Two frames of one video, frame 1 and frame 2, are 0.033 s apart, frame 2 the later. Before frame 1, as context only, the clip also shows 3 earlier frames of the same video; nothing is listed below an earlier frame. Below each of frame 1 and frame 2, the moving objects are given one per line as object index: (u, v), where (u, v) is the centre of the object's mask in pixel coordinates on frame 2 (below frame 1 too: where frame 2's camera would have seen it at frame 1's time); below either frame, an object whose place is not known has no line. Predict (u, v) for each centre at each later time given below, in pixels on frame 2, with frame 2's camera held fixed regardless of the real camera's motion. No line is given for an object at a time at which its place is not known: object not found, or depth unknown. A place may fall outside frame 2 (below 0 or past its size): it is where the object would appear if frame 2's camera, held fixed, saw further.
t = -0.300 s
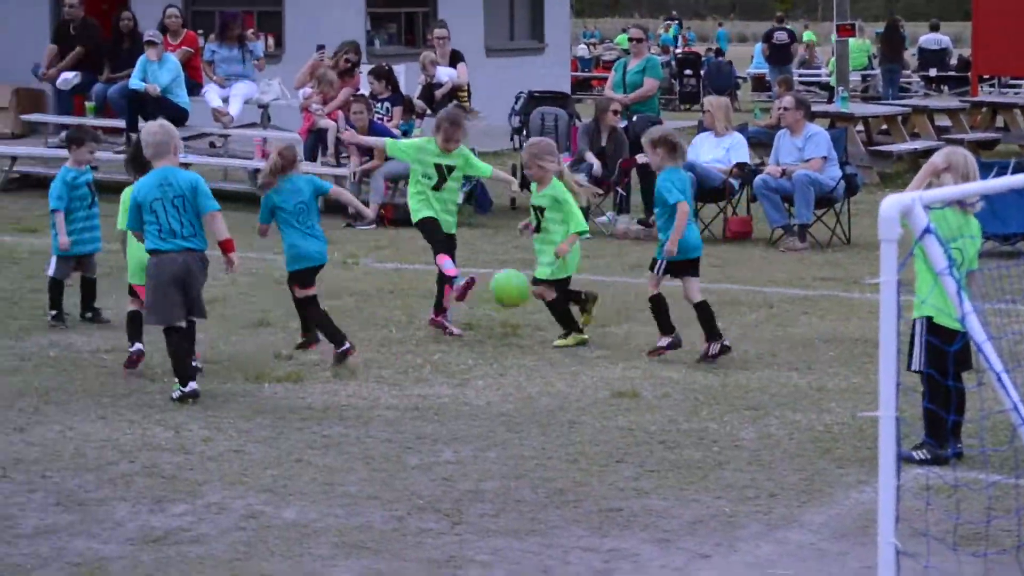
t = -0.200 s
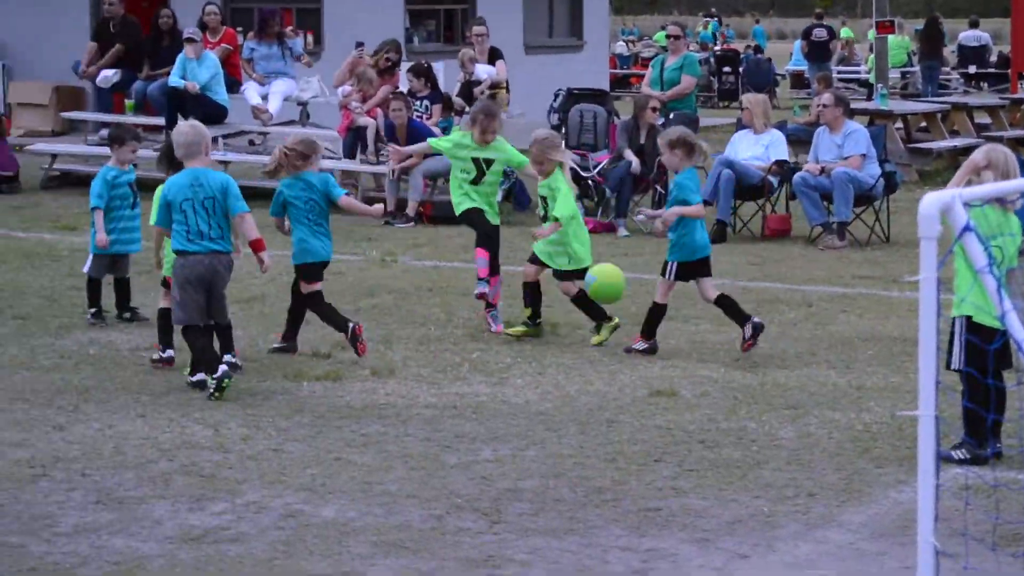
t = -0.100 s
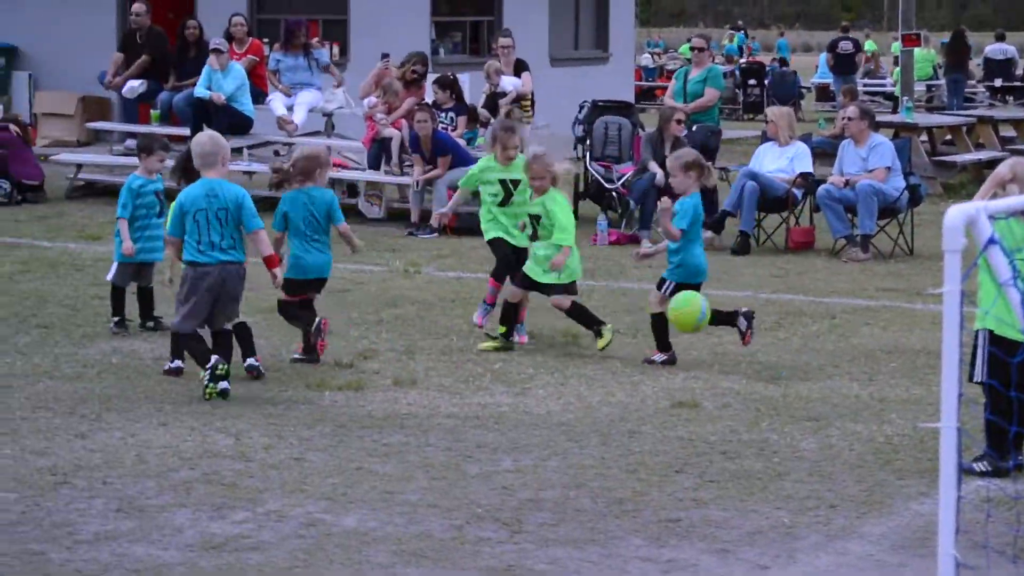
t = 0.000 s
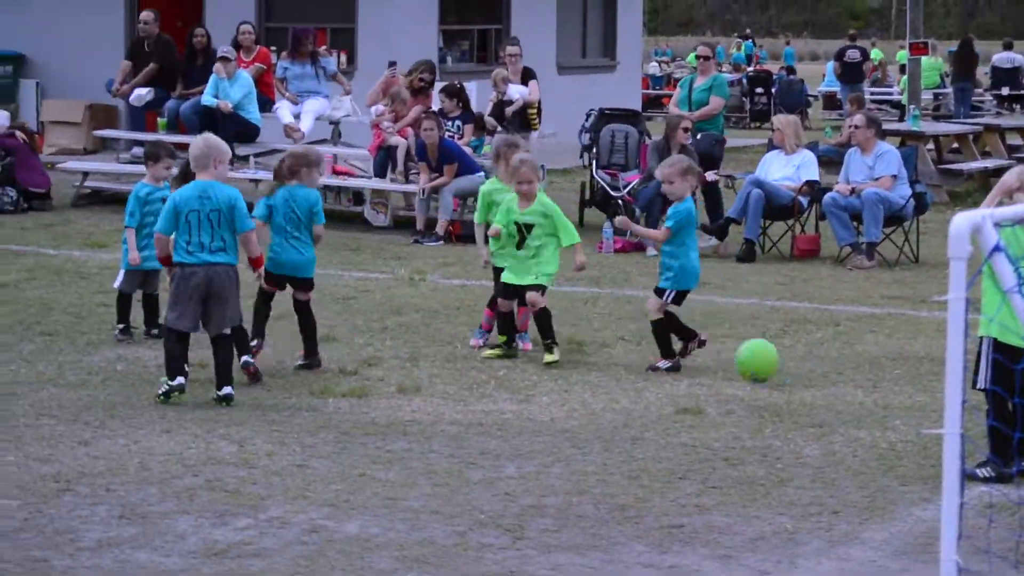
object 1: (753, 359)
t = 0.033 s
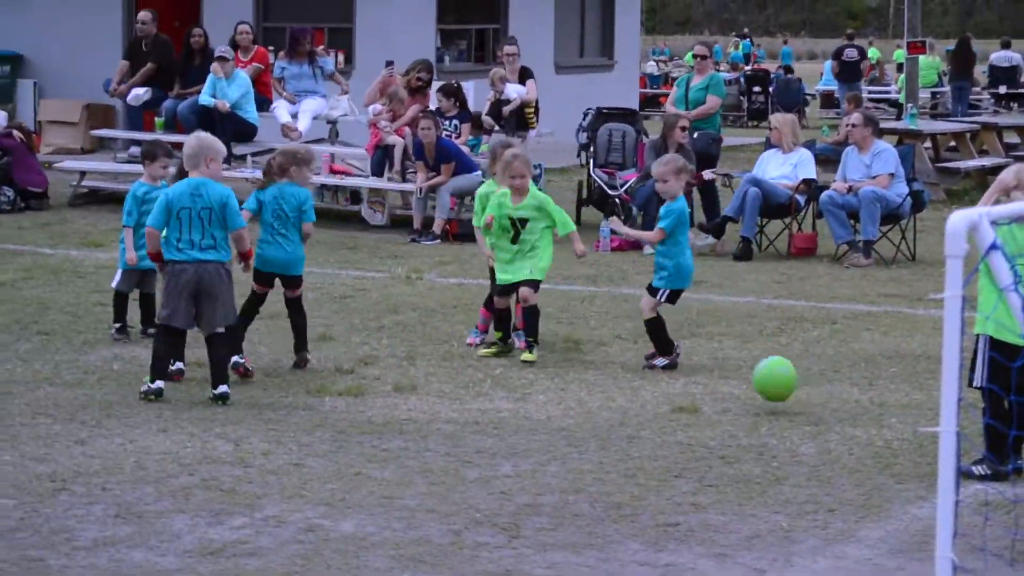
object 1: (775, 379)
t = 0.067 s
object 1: (796, 397)
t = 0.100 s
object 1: (809, 386)
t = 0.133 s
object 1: (822, 376)
